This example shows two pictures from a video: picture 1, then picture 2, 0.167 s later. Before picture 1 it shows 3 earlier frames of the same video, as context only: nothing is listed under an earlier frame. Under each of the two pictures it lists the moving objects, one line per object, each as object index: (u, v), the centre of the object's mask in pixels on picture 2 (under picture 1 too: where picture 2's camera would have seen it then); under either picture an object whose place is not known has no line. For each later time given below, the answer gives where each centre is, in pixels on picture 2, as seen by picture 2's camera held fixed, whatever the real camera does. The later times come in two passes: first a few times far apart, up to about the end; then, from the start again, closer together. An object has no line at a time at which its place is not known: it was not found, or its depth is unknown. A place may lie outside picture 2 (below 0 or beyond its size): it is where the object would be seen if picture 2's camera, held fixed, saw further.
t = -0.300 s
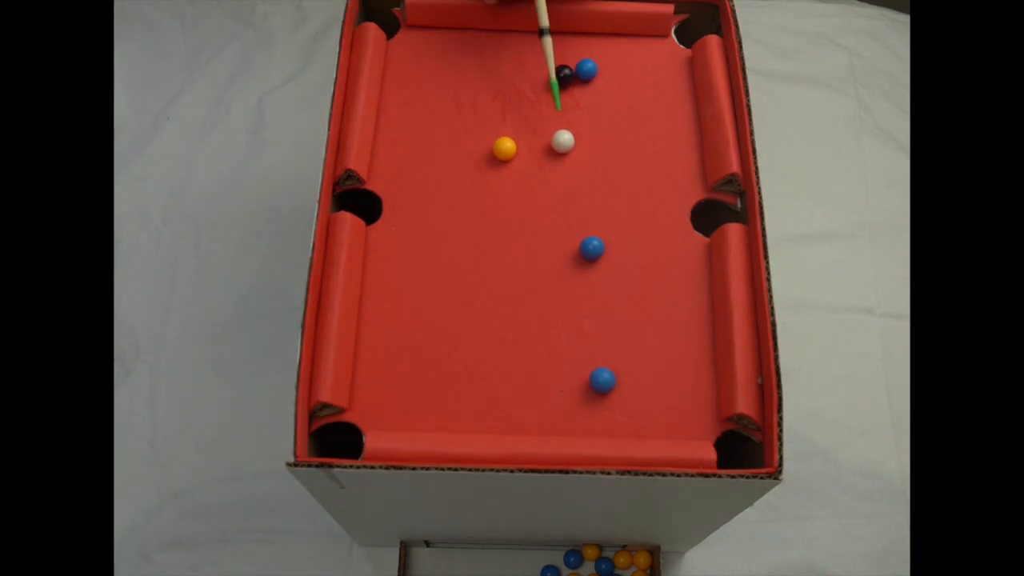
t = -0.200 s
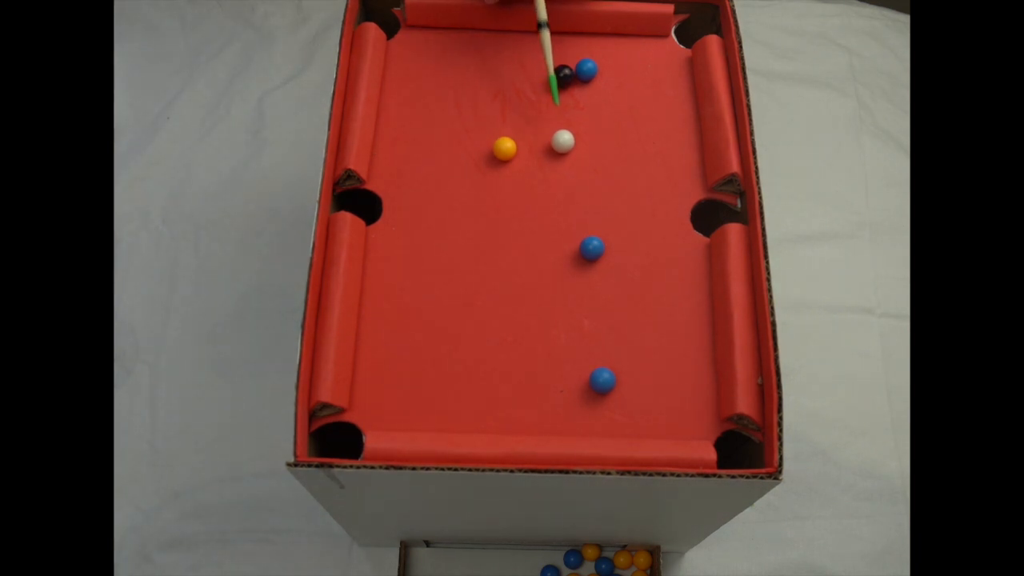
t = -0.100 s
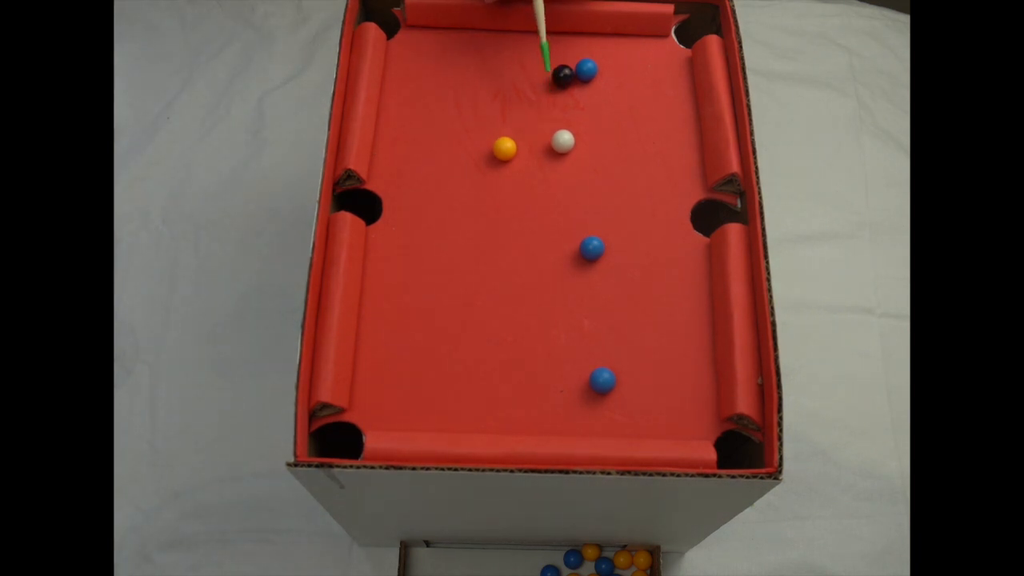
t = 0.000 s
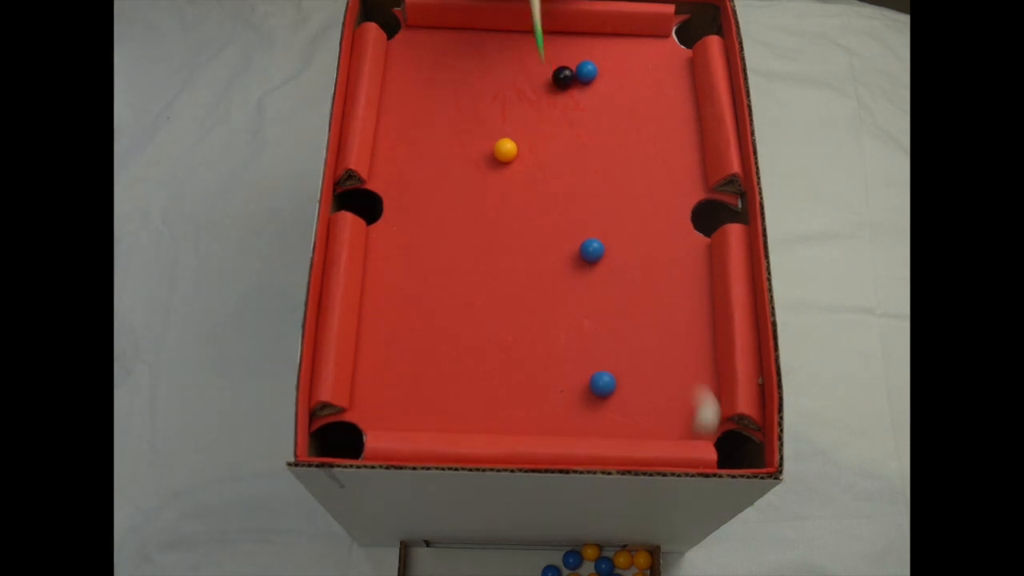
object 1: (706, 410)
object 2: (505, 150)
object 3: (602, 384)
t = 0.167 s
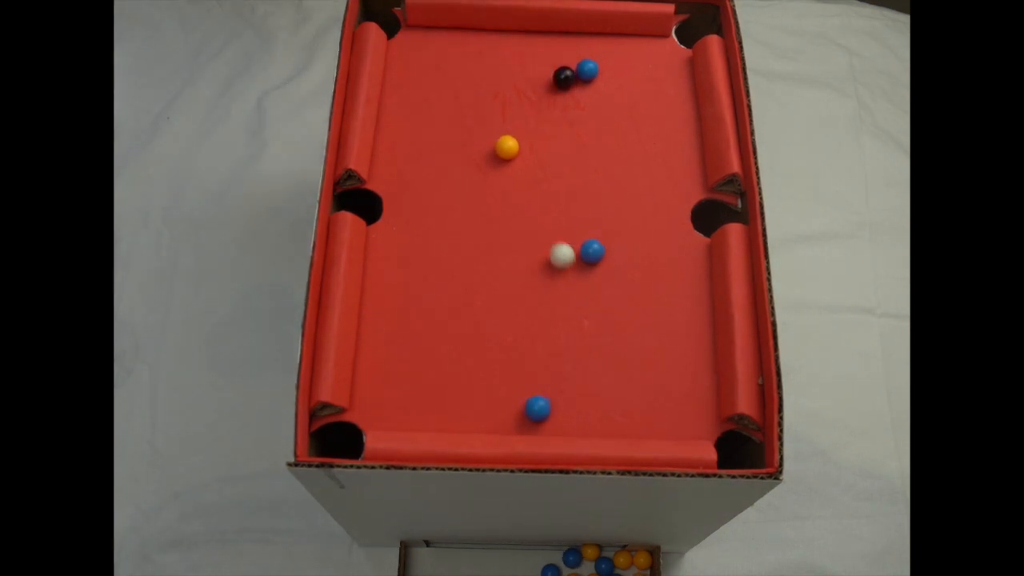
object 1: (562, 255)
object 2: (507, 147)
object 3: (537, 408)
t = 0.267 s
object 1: (525, 179)
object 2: (511, 146)
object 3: (495, 416)
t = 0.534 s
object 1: (543, 129)
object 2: (489, 50)
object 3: (450, 415)
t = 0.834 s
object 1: (573, 96)
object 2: (492, 55)
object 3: (455, 415)
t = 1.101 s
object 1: (572, 92)
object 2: (537, 77)
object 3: (454, 414)
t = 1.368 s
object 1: (572, 92)
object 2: (533, 88)
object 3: (454, 414)
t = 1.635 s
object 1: (572, 92)
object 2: (536, 88)
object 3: (454, 414)
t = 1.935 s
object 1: (572, 92)
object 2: (536, 88)
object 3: (454, 414)
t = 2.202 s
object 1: (572, 92)
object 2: (536, 88)
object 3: (454, 414)
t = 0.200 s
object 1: (548, 229)
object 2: (508, 147)
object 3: (522, 411)
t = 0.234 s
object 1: (536, 203)
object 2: (509, 147)
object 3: (508, 413)
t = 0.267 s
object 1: (525, 179)
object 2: (511, 146)
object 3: (495, 416)
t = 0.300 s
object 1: (520, 164)
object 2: (510, 140)
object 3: (484, 419)
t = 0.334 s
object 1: (521, 158)
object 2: (505, 125)
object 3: (476, 420)
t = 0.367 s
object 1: (522, 154)
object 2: (501, 112)
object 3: (469, 418)
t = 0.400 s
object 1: (525, 148)
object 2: (498, 99)
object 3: (464, 416)
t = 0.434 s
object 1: (529, 144)
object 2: (495, 86)
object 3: (461, 415)
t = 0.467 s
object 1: (534, 138)
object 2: (493, 73)
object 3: (457, 413)
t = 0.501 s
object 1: (538, 133)
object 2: (491, 61)
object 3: (453, 414)
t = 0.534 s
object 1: (543, 129)
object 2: (489, 50)
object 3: (450, 415)
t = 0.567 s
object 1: (548, 125)
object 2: (488, 40)
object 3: (452, 414)
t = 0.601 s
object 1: (554, 121)
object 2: (487, 34)
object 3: (455, 414)
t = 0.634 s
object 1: (559, 117)
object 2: (486, 37)
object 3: (457, 415)
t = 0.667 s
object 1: (563, 113)
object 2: (486, 39)
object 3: (456, 416)
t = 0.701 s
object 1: (566, 108)
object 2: (486, 42)
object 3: (455, 415)
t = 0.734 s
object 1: (568, 105)
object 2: (487, 44)
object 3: (453, 414)
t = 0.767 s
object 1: (570, 102)
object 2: (488, 47)
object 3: (452, 414)
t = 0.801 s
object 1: (571, 99)
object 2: (490, 51)
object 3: (454, 414)
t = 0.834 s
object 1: (573, 96)
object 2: (492, 55)
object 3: (455, 415)
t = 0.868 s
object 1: (573, 94)
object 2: (497, 59)
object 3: (454, 414)
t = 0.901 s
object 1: (573, 93)
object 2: (502, 63)
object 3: (454, 414)
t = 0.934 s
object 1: (571, 92)
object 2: (507, 66)
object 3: (454, 414)
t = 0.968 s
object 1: (571, 93)
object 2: (512, 69)
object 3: (454, 414)
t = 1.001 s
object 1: (572, 92)
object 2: (518, 71)
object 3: (454, 414)
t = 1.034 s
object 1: (572, 92)
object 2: (525, 73)
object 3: (454, 414)
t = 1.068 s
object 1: (571, 93)
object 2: (532, 75)
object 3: (454, 414)
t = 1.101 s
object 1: (572, 92)
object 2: (537, 77)
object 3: (454, 414)
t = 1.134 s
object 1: (572, 92)
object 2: (540, 79)
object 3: (454, 414)
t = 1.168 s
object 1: (572, 92)
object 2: (540, 81)
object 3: (454, 414)
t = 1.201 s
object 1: (572, 92)
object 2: (539, 83)
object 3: (454, 414)
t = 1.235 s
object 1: (572, 92)
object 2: (537, 85)
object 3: (454, 414)
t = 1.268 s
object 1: (572, 92)
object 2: (535, 87)
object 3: (454, 414)
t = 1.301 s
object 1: (572, 92)
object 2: (532, 89)
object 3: (454, 414)
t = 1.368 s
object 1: (572, 92)
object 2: (533, 88)
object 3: (454, 414)
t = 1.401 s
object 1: (572, 92)
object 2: (535, 86)
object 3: (454, 414)
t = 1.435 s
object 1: (572, 92)
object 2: (536, 86)
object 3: (454, 414)
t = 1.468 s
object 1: (572, 92)
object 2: (536, 86)
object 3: (454, 414)
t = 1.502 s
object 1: (572, 92)
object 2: (535, 86)
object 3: (454, 414)
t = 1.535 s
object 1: (572, 93)
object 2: (535, 87)
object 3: (454, 414)
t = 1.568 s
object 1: (572, 93)
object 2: (535, 87)
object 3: (454, 414)
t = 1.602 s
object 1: (572, 92)
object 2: (535, 87)
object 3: (454, 414)
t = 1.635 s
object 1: (572, 92)
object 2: (536, 88)
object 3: (454, 414)
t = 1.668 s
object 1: (572, 92)
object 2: (536, 88)
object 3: (454, 414)
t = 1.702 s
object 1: (572, 93)
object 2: (536, 88)
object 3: (454, 414)
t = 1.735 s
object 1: (572, 92)
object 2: (535, 88)
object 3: (454, 414)
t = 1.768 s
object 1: (572, 92)
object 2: (535, 88)
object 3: (454, 414)
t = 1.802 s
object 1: (572, 92)
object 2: (536, 88)
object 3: (454, 414)
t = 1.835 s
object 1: (572, 92)
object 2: (536, 88)
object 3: (454, 414)
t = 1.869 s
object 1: (572, 92)
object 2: (535, 88)
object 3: (454, 414)
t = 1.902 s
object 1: (572, 92)
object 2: (536, 88)
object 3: (454, 414)
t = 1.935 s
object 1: (572, 92)
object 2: (536, 88)
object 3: (454, 414)
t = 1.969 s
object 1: (572, 92)
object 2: (536, 88)
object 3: (454, 414)
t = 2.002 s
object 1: (572, 92)
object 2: (536, 88)
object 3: (454, 414)
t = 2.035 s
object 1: (572, 92)
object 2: (536, 88)
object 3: (454, 414)
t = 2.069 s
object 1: (572, 92)
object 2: (535, 88)
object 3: (454, 414)
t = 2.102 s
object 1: (572, 92)
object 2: (536, 88)
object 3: (454, 414)
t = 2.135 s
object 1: (572, 92)
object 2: (536, 87)
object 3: (454, 414)
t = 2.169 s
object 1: (572, 92)
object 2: (536, 87)
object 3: (454, 414)
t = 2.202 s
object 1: (572, 92)
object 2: (536, 88)
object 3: (454, 414)
